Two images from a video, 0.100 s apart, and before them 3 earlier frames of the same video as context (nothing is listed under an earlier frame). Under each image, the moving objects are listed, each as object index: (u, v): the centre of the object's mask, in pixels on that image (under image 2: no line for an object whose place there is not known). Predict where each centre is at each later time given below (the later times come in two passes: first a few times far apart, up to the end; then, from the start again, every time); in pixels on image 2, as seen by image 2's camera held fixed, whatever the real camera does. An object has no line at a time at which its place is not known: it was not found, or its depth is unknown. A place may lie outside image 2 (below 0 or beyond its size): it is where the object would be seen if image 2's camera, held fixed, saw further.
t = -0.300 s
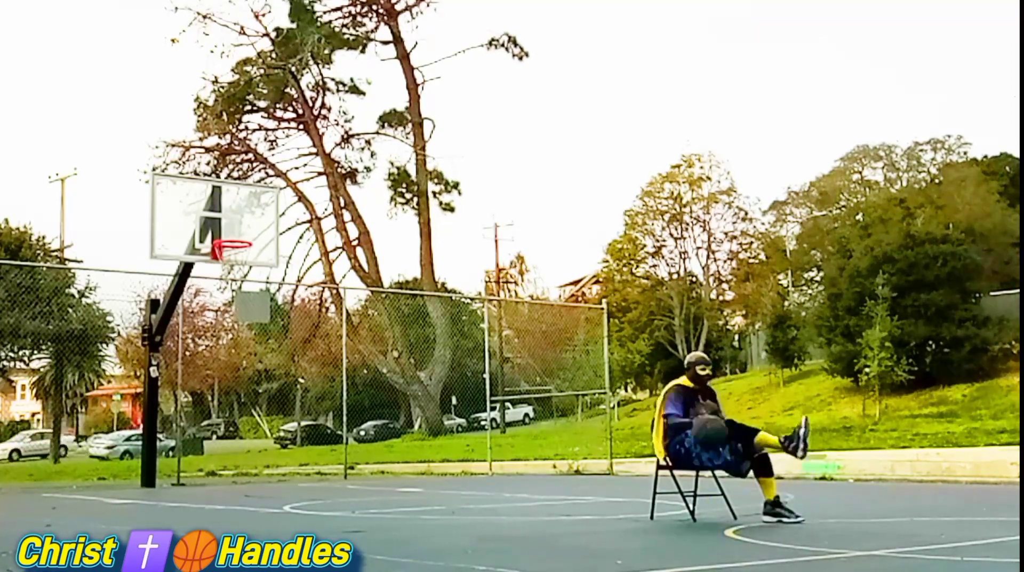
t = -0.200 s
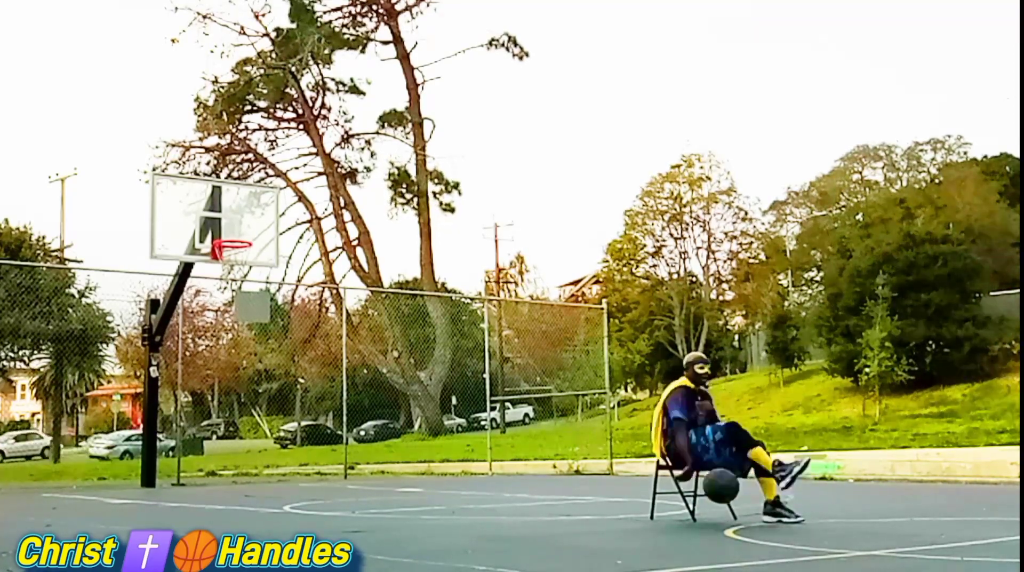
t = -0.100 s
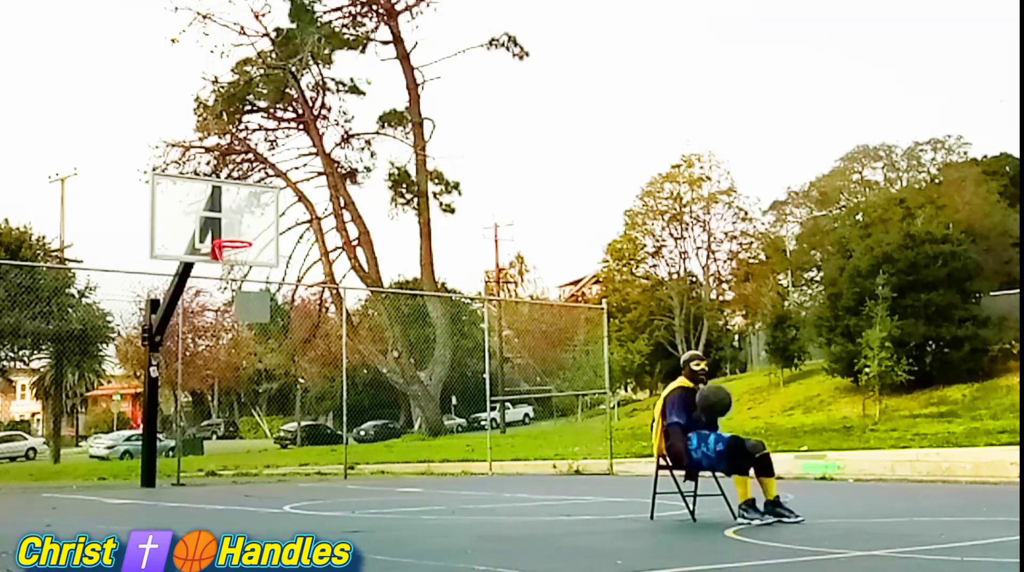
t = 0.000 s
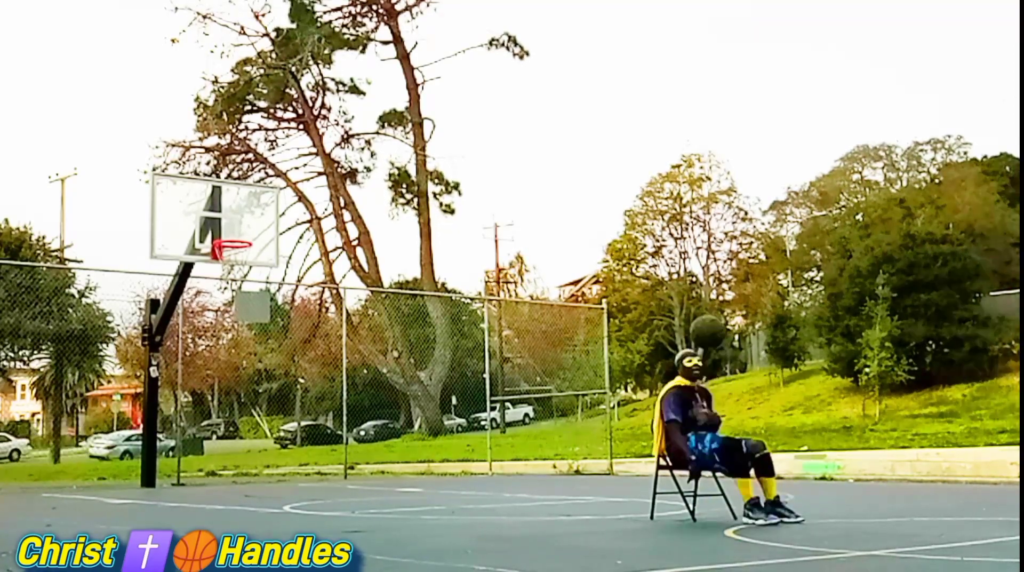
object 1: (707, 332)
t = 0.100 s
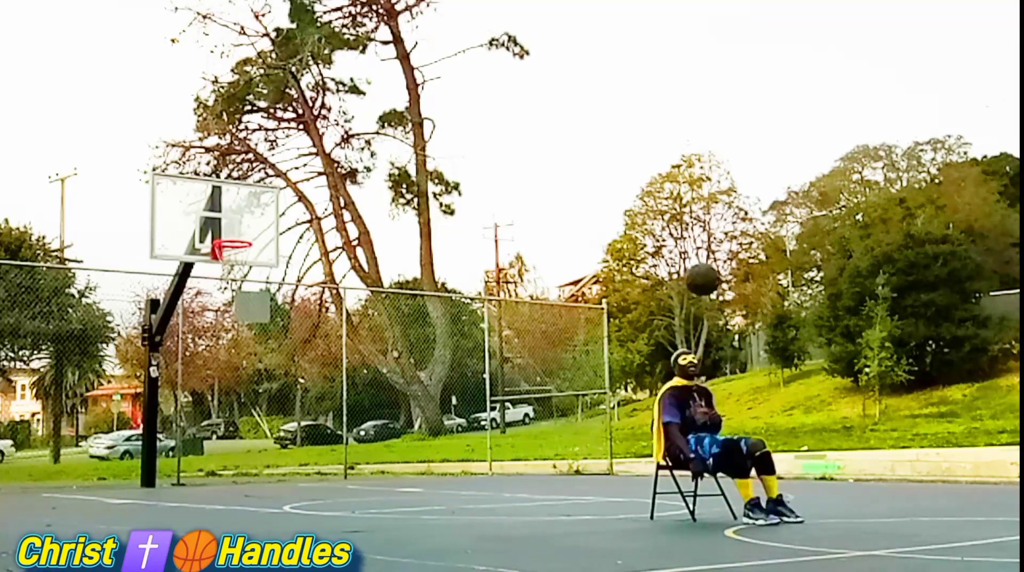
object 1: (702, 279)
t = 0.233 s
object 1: (696, 231)
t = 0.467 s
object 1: (689, 208)
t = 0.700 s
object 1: (685, 259)
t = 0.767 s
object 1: (685, 287)
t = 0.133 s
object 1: (701, 264)
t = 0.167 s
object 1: (699, 252)
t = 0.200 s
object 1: (698, 241)
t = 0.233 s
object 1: (696, 231)
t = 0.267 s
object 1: (695, 223)
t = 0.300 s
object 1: (694, 217)
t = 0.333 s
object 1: (692, 212)
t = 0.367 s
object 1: (691, 209)
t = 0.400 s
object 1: (691, 207)
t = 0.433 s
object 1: (690, 207)
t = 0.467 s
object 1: (689, 208)
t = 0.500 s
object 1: (688, 211)
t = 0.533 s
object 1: (687, 214)
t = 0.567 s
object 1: (687, 221)
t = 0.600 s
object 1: (686, 227)
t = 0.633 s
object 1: (686, 237)
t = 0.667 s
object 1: (685, 247)
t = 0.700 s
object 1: (685, 259)
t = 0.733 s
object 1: (685, 272)
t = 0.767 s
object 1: (685, 287)
